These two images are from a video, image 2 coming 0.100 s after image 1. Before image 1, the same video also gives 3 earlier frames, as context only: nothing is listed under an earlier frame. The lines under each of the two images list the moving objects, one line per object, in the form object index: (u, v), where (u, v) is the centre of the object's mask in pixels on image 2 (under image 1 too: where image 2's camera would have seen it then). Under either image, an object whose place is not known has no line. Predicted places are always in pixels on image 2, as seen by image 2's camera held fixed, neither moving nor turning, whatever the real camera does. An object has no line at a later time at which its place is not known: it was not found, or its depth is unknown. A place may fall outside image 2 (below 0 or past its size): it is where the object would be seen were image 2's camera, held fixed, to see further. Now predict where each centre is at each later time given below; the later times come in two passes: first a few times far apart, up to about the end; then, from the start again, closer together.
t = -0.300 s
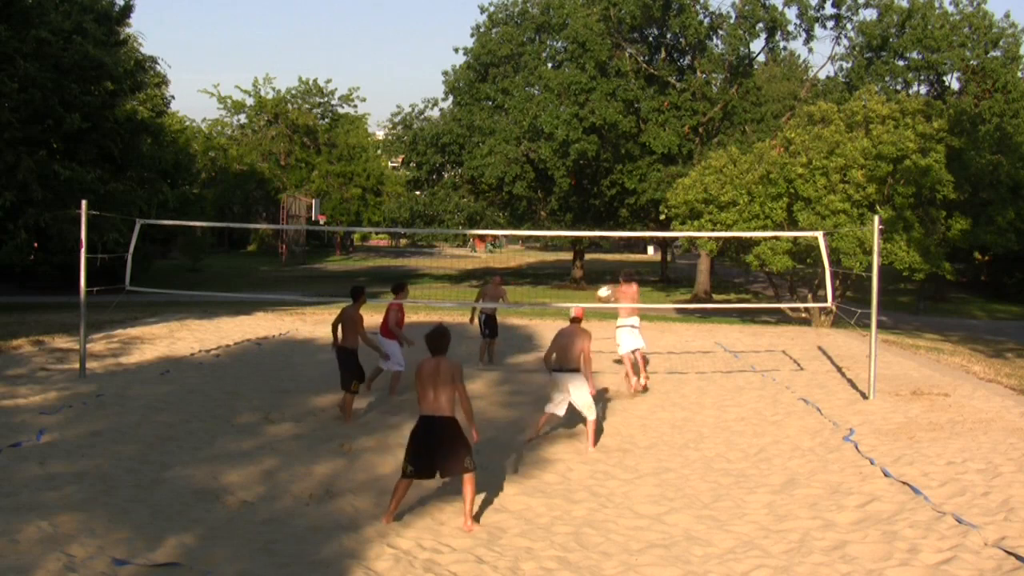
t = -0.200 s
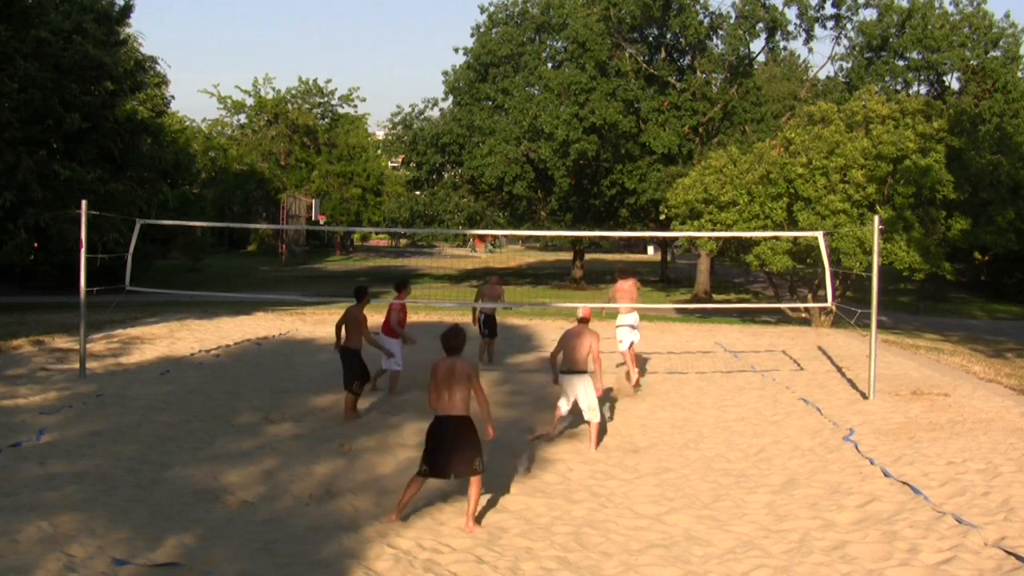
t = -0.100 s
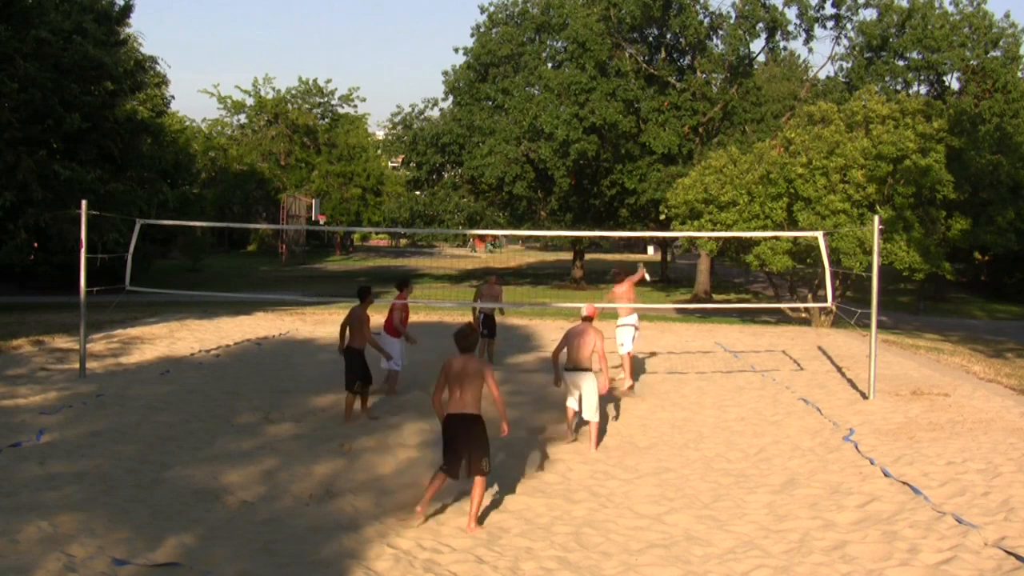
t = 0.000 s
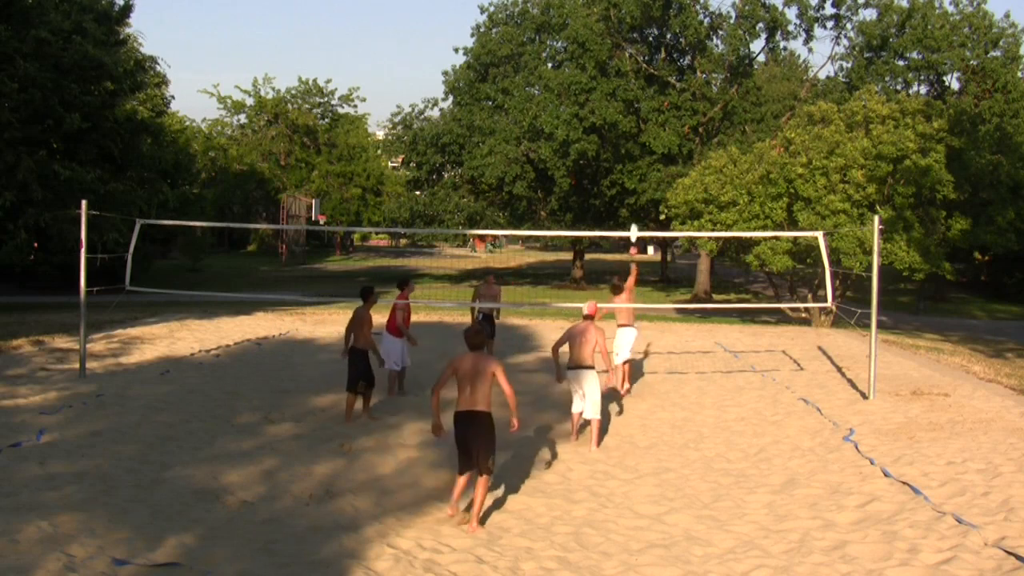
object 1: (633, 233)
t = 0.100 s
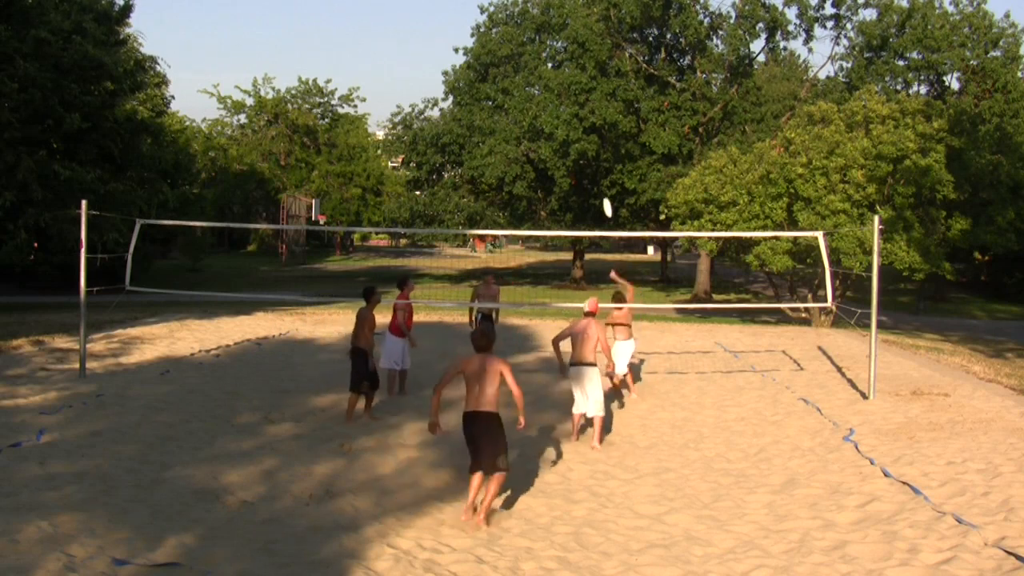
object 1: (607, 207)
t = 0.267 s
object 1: (563, 177)
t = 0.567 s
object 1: (477, 172)
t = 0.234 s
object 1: (572, 182)
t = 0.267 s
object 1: (563, 177)
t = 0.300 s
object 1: (553, 173)
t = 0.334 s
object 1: (545, 170)
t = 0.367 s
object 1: (535, 167)
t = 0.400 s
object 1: (527, 166)
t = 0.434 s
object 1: (516, 165)
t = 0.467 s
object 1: (507, 165)
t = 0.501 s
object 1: (497, 167)
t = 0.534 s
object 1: (487, 169)
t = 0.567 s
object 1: (477, 172)
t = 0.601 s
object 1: (466, 176)
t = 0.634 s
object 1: (456, 181)
